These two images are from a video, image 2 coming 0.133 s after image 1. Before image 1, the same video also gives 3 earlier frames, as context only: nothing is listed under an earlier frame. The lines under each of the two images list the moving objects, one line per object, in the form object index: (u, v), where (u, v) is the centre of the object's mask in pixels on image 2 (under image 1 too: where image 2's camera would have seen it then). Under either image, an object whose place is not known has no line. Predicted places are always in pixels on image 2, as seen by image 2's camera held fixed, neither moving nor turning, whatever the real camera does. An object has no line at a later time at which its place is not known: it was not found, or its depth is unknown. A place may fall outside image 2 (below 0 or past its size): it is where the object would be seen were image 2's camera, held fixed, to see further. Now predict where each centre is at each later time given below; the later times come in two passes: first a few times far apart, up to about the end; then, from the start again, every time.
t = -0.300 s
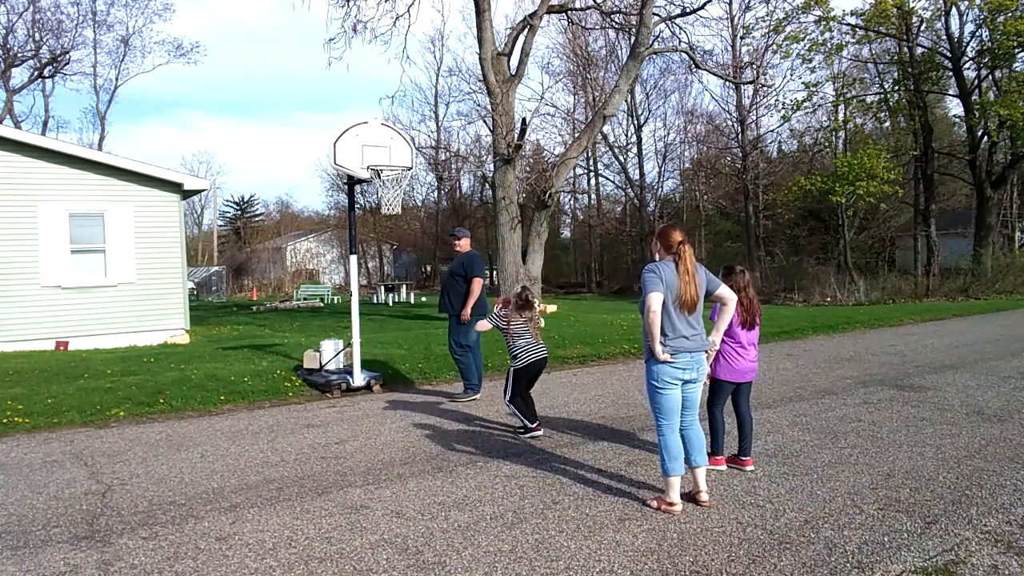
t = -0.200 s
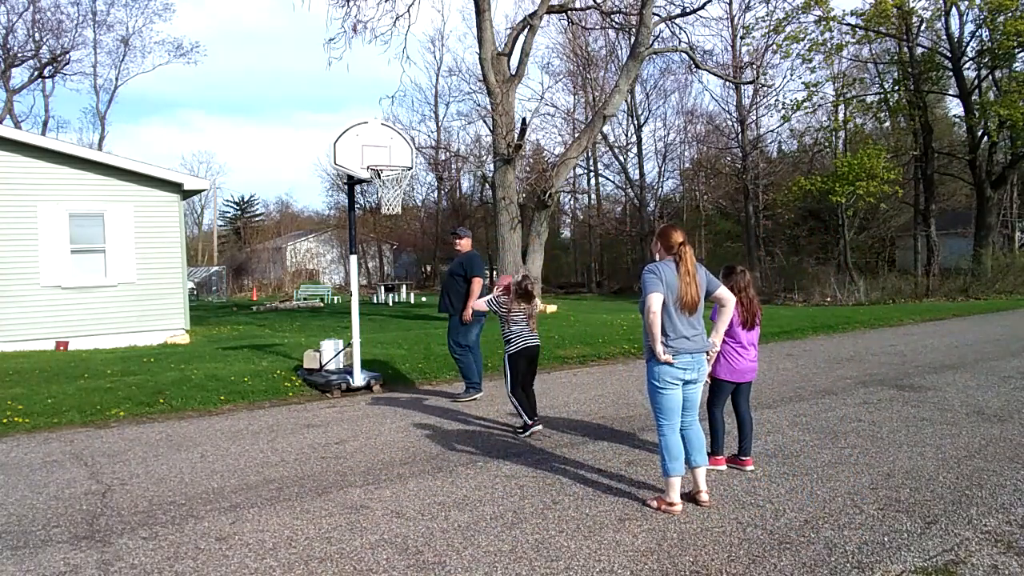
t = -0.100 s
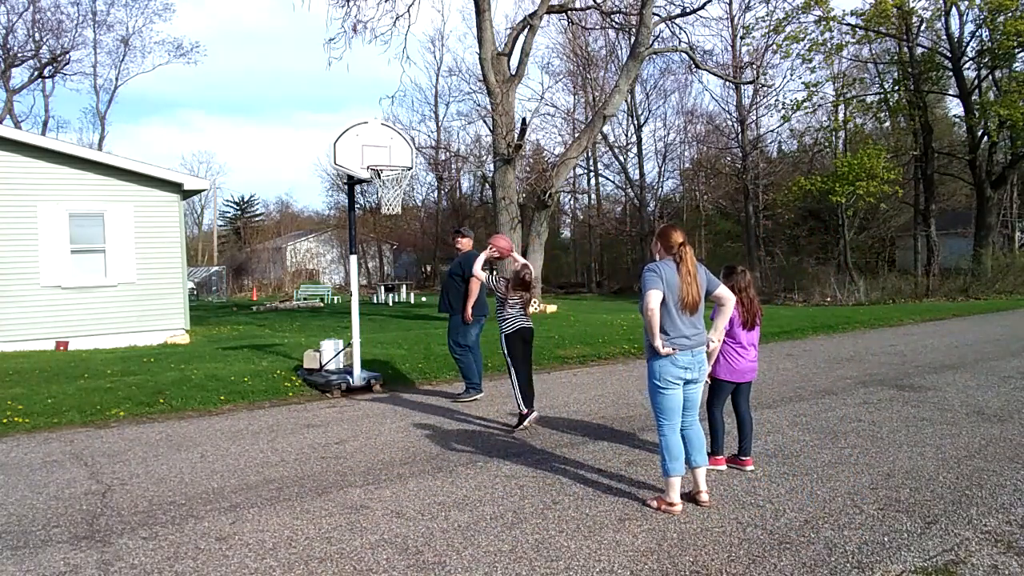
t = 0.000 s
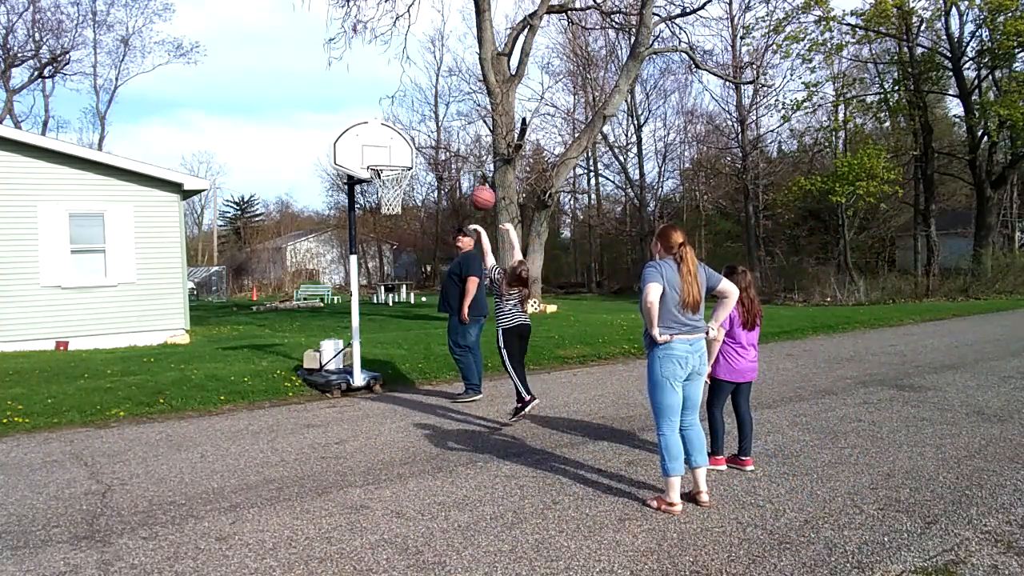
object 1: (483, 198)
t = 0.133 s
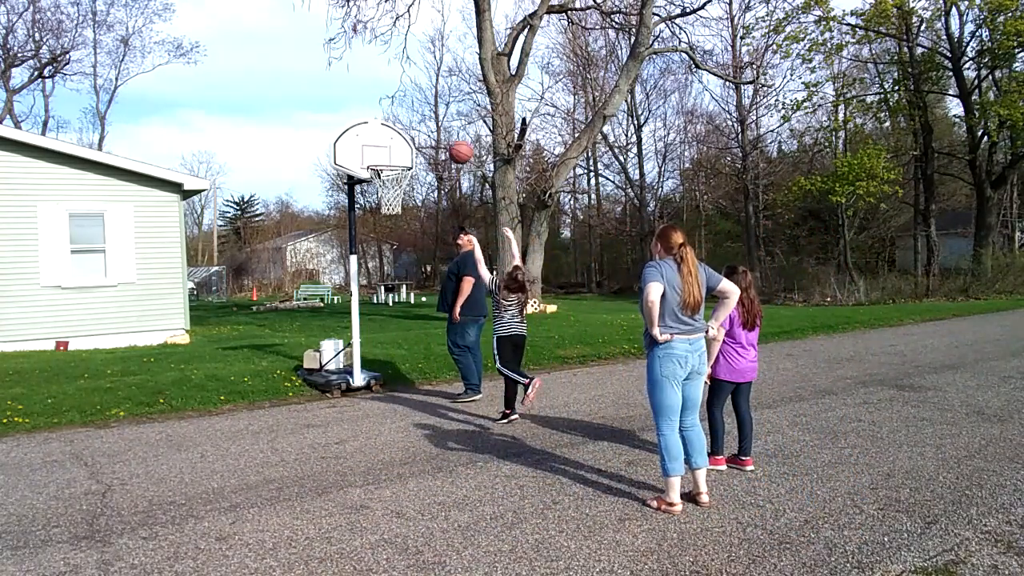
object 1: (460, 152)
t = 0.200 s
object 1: (451, 136)
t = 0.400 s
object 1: (423, 118)
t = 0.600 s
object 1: (401, 137)
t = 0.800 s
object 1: (394, 158)
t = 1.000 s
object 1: (406, 161)
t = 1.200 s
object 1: (419, 191)
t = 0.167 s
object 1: (455, 143)
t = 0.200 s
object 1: (451, 136)
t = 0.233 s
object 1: (445, 130)
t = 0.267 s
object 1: (441, 126)
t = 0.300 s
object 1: (436, 122)
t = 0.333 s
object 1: (431, 120)
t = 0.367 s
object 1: (427, 119)
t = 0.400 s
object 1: (423, 118)
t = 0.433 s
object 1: (419, 119)
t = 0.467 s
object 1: (415, 121)
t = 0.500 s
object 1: (411, 123)
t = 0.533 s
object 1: (408, 127)
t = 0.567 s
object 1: (404, 132)
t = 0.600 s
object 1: (401, 137)
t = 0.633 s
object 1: (397, 144)
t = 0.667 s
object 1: (393, 151)
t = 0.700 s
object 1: (390, 159)
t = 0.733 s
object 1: (391, 160)
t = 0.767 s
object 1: (392, 158)
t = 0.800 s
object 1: (394, 158)
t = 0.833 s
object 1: (396, 158)
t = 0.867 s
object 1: (397, 159)
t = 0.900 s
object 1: (399, 160)
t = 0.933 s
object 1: (401, 160)
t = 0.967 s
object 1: (404, 160)
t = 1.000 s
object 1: (406, 161)
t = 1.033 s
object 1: (408, 164)
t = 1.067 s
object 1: (412, 167)
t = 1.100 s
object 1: (415, 172)
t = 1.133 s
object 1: (416, 178)
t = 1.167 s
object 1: (417, 184)
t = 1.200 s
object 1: (419, 191)
